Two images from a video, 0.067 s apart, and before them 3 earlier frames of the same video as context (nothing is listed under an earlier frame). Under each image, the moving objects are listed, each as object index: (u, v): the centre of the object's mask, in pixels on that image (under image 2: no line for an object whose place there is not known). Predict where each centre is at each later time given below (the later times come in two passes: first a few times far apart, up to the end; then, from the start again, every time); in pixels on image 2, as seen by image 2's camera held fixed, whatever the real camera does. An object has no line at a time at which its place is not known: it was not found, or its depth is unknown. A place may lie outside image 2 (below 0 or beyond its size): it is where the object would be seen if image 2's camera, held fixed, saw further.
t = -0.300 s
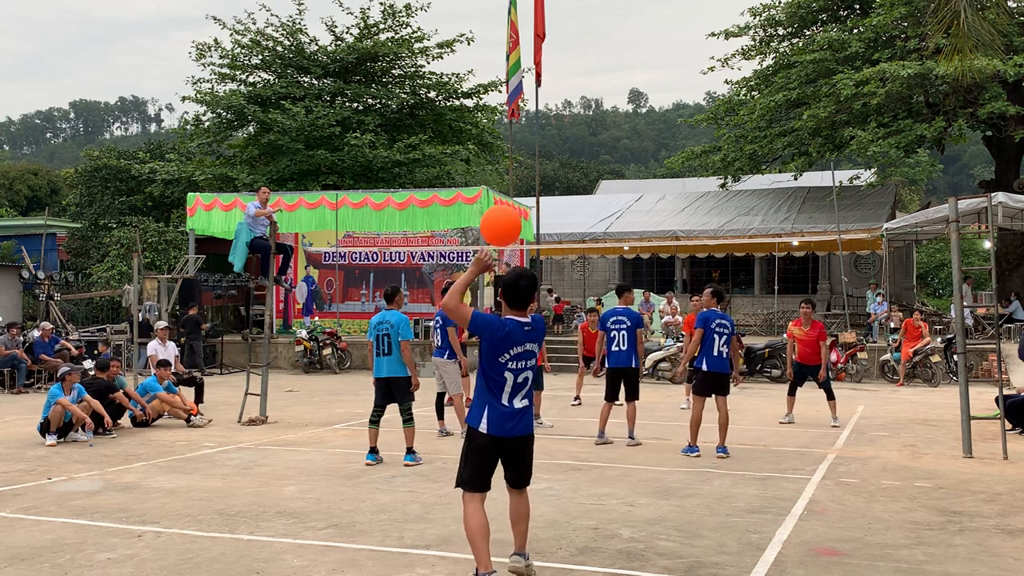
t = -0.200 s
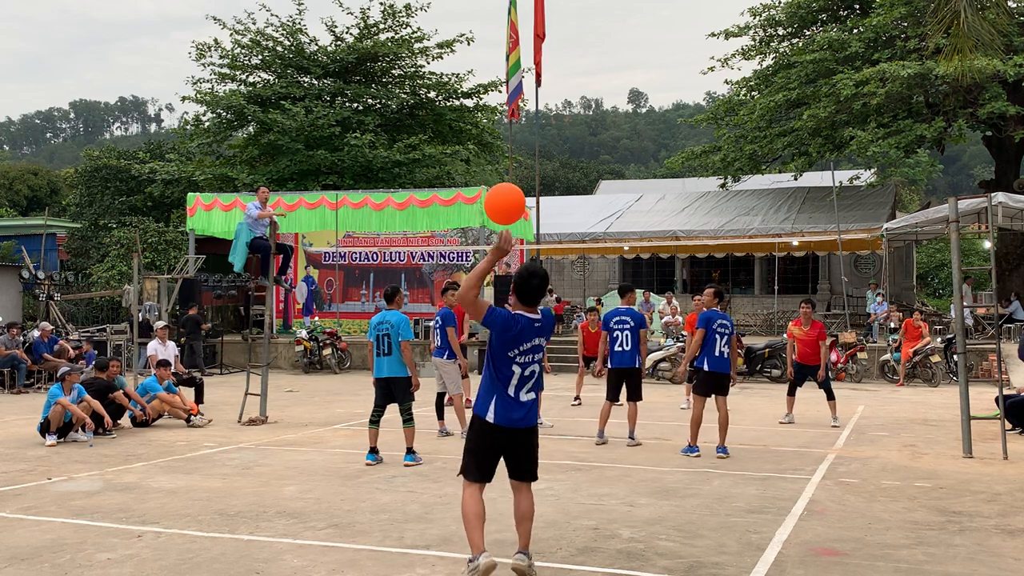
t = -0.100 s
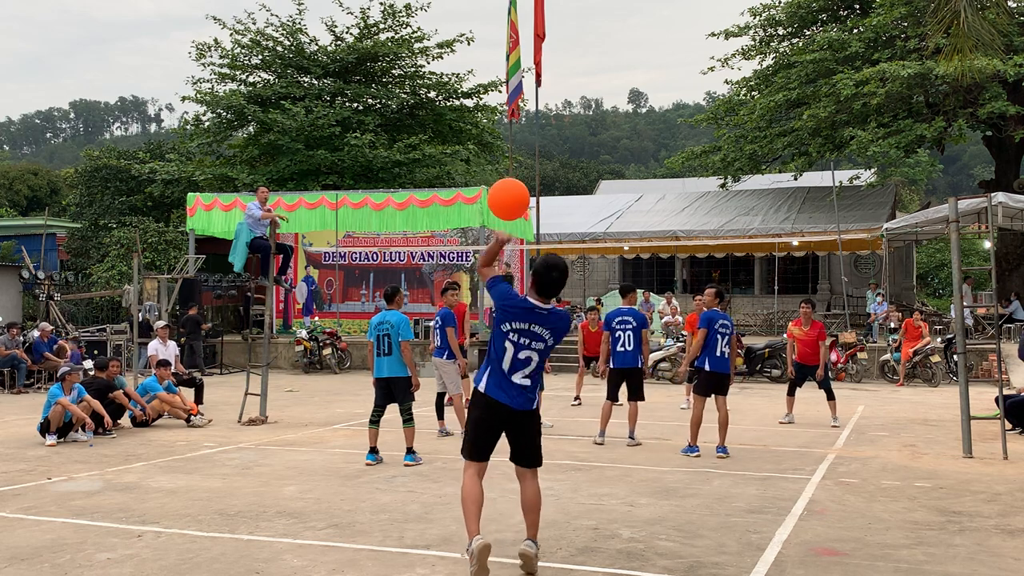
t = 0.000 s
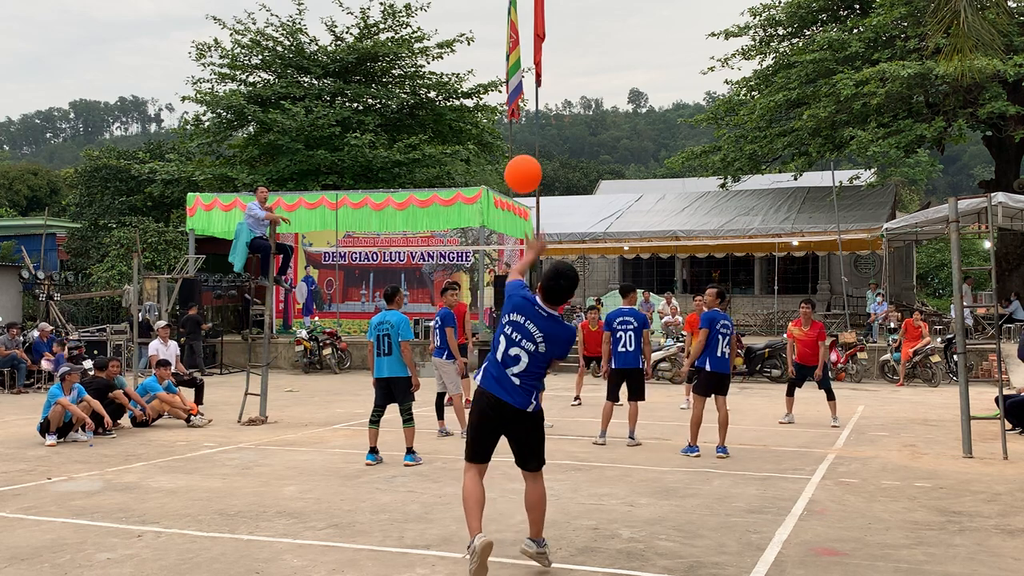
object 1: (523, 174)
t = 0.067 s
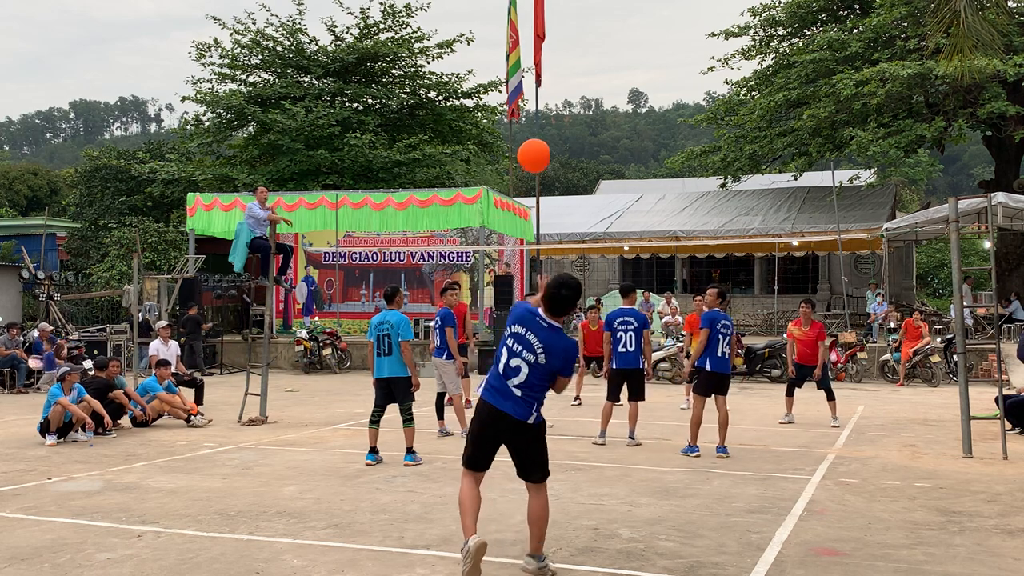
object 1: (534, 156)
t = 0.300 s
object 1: (566, 156)
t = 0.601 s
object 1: (599, 224)
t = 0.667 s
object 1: (606, 244)
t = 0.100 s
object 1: (539, 151)
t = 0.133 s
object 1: (544, 148)
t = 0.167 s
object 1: (549, 147)
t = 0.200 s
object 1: (553, 147)
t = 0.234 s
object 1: (558, 149)
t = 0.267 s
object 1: (562, 152)
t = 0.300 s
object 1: (566, 156)
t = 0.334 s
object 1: (570, 161)
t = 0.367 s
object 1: (575, 167)
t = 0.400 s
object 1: (578, 174)
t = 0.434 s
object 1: (583, 181)
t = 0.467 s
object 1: (586, 189)
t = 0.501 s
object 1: (589, 197)
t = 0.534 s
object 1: (592, 206)
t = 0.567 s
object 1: (596, 215)
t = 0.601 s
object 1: (599, 224)
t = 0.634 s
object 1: (602, 234)
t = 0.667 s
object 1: (606, 244)
